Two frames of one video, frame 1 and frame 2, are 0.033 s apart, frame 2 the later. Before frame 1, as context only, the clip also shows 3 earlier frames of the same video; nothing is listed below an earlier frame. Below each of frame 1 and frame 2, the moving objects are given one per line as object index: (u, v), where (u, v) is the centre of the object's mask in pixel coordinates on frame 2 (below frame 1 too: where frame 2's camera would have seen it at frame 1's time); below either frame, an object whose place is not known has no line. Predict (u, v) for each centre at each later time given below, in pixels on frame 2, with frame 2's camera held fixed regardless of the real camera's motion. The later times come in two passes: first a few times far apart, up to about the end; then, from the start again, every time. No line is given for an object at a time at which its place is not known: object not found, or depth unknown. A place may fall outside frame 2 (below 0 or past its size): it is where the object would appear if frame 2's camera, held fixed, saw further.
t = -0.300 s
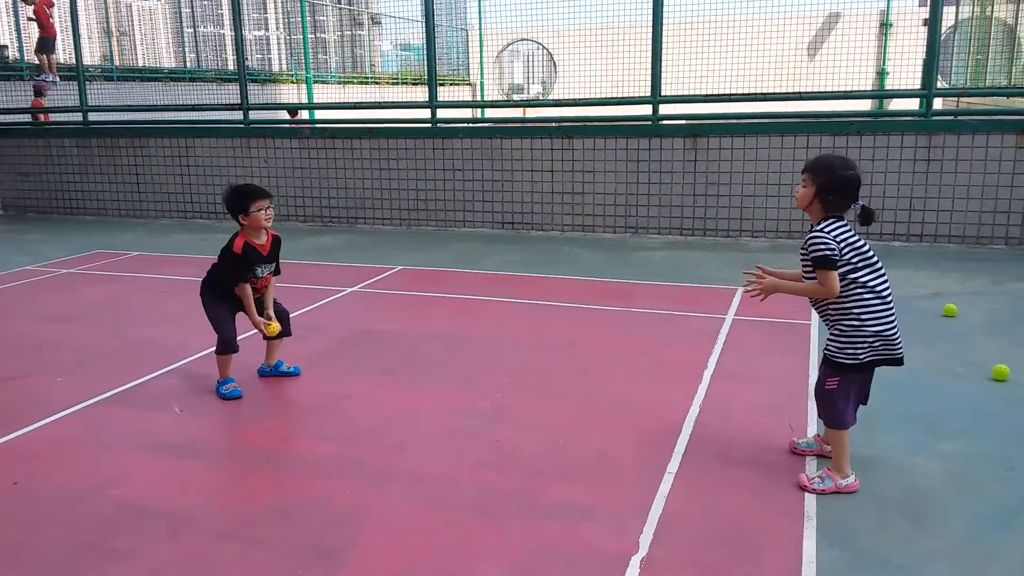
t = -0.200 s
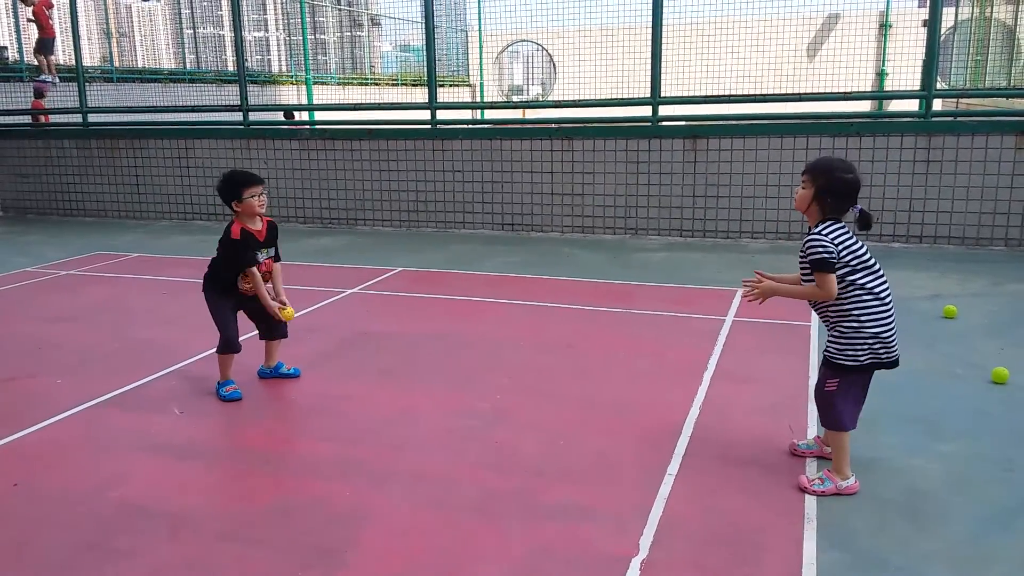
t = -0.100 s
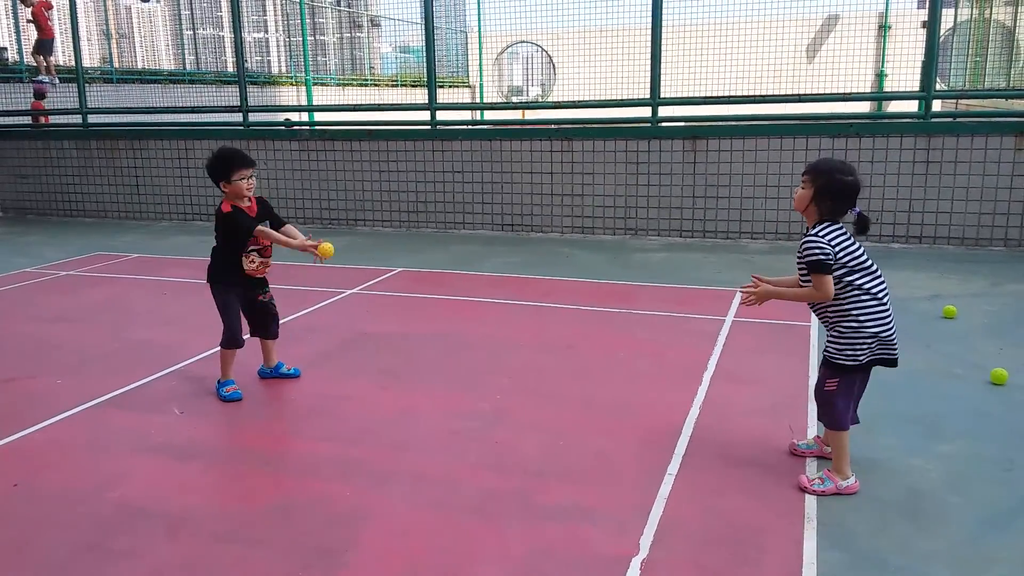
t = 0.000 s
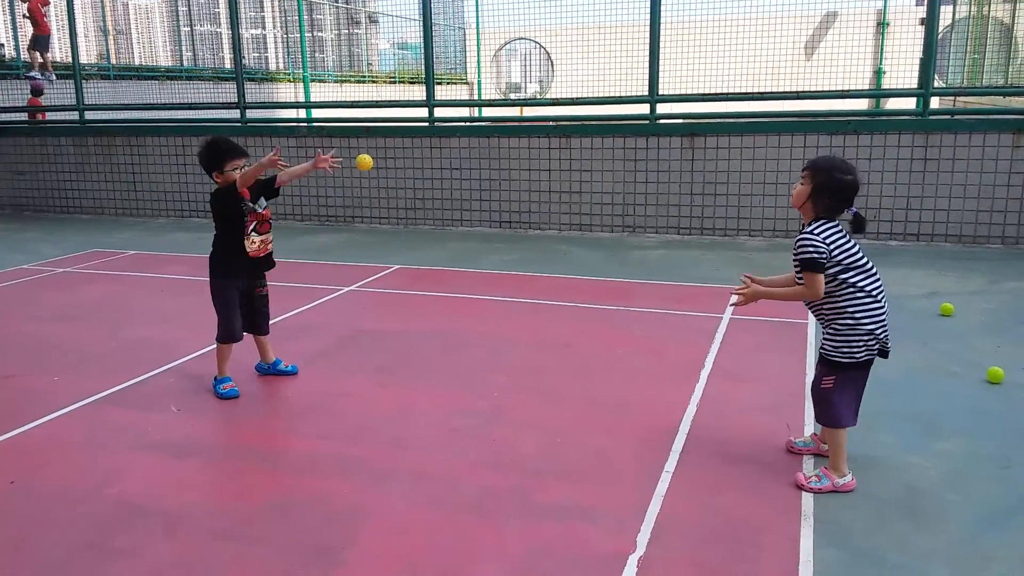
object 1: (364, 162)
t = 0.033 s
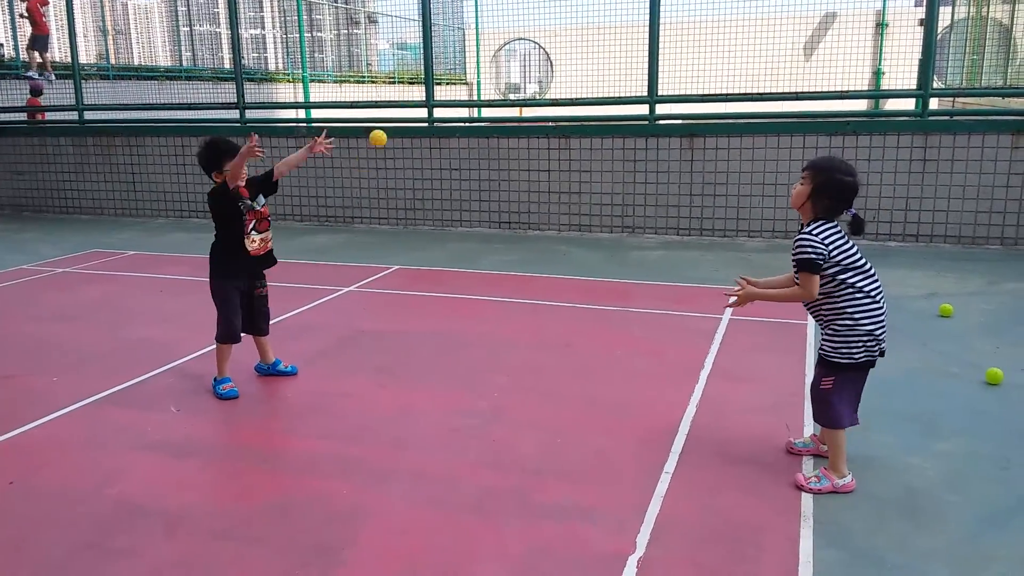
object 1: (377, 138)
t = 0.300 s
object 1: (508, 31)
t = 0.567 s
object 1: (644, 103)
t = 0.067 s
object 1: (393, 116)
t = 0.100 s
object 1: (408, 96)
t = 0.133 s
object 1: (424, 78)
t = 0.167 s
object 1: (440, 64)
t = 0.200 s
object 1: (456, 52)
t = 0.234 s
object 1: (473, 41)
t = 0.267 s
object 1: (490, 35)
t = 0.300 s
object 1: (508, 31)
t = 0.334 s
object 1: (525, 30)
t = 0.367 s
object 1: (542, 32)
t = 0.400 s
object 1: (560, 36)
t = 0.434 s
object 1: (577, 44)
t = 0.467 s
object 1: (594, 55)
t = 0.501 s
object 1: (611, 68)
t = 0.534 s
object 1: (627, 85)
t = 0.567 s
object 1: (644, 103)
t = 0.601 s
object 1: (660, 125)
